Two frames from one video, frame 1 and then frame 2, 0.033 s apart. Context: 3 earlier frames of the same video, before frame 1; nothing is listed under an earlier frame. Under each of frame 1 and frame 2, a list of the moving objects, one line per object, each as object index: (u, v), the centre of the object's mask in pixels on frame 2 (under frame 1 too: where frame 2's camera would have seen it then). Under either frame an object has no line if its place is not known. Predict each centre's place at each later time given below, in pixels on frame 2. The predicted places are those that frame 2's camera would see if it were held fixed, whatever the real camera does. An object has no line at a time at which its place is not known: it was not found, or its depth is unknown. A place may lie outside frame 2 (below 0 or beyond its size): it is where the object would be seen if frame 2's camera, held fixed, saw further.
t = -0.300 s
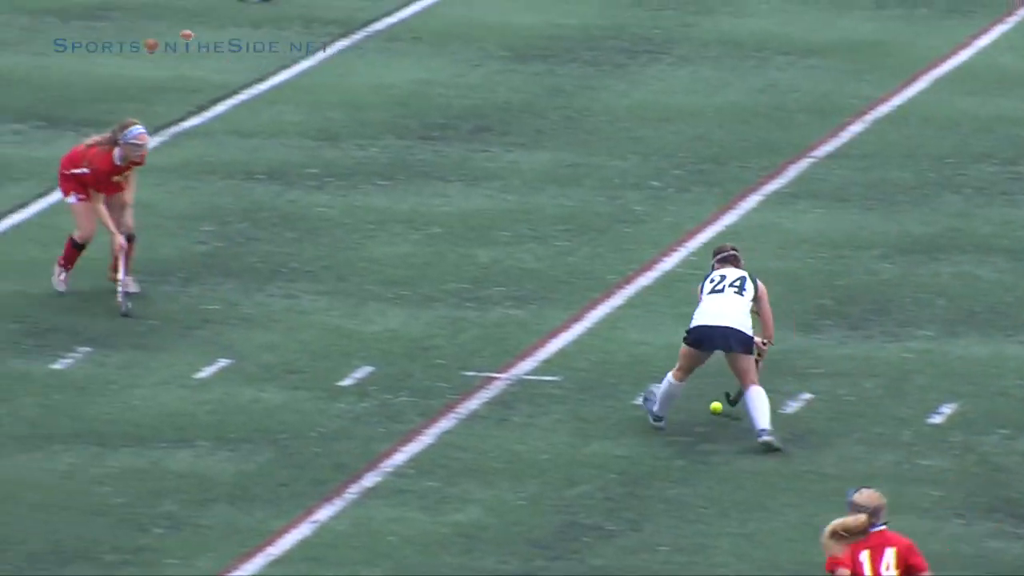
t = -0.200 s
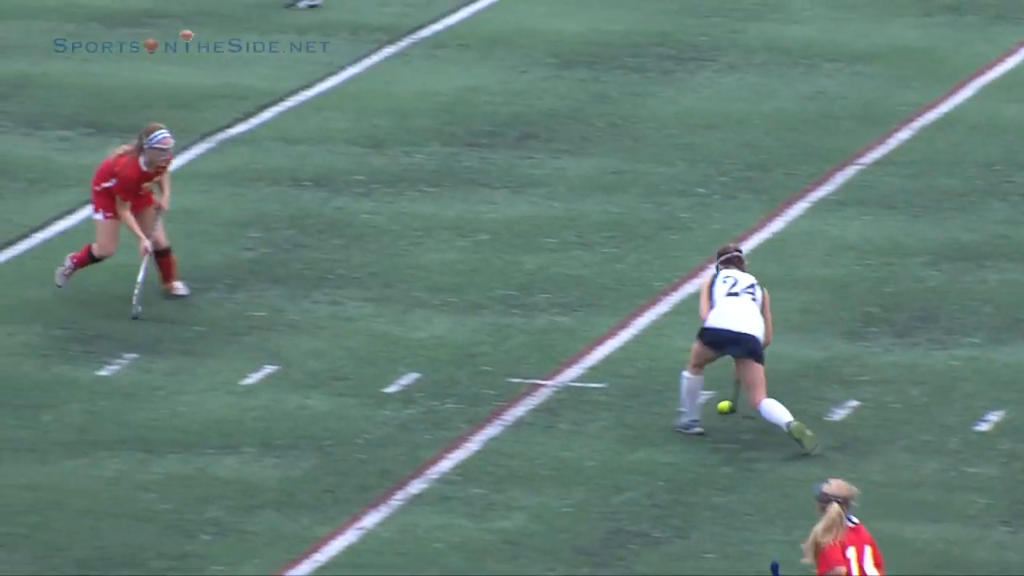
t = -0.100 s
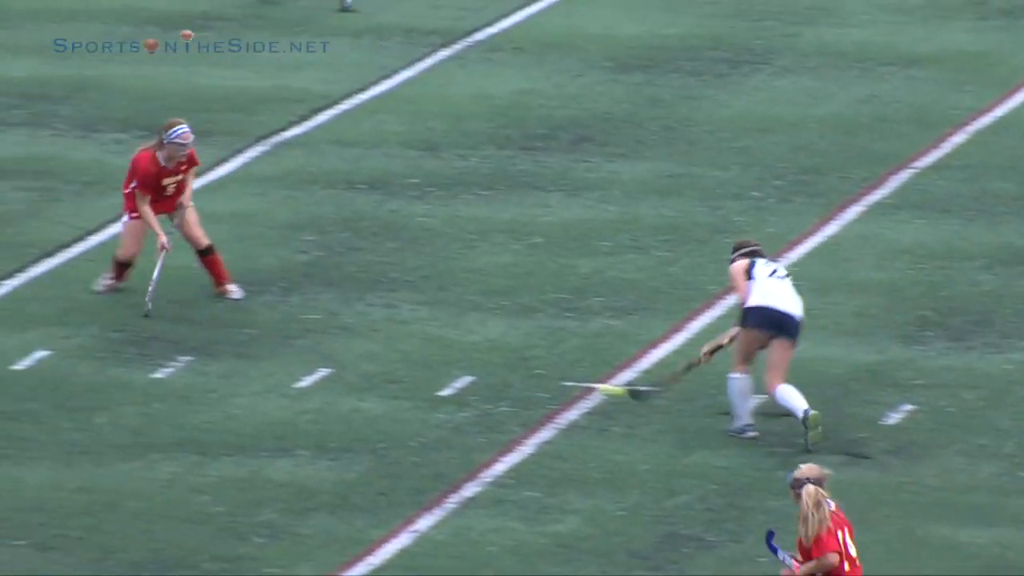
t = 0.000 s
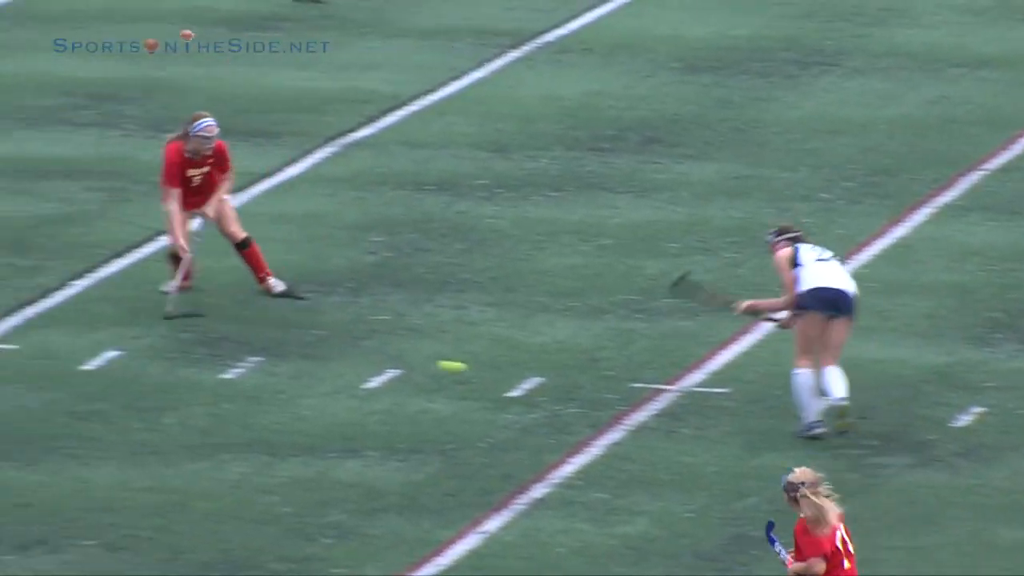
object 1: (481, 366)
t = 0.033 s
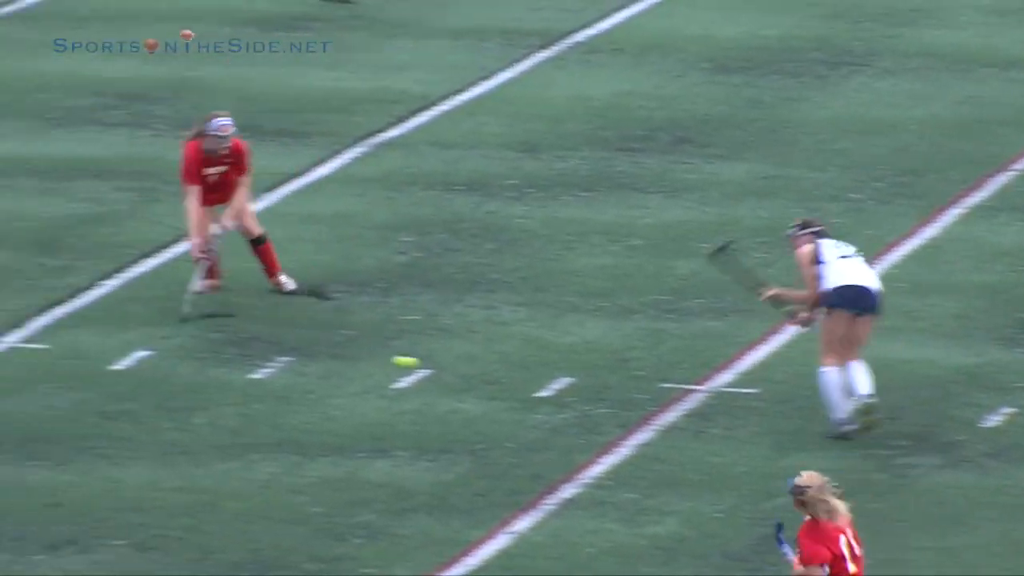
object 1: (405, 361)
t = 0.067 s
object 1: (330, 358)
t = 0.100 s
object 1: (254, 357)
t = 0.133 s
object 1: (178, 358)
